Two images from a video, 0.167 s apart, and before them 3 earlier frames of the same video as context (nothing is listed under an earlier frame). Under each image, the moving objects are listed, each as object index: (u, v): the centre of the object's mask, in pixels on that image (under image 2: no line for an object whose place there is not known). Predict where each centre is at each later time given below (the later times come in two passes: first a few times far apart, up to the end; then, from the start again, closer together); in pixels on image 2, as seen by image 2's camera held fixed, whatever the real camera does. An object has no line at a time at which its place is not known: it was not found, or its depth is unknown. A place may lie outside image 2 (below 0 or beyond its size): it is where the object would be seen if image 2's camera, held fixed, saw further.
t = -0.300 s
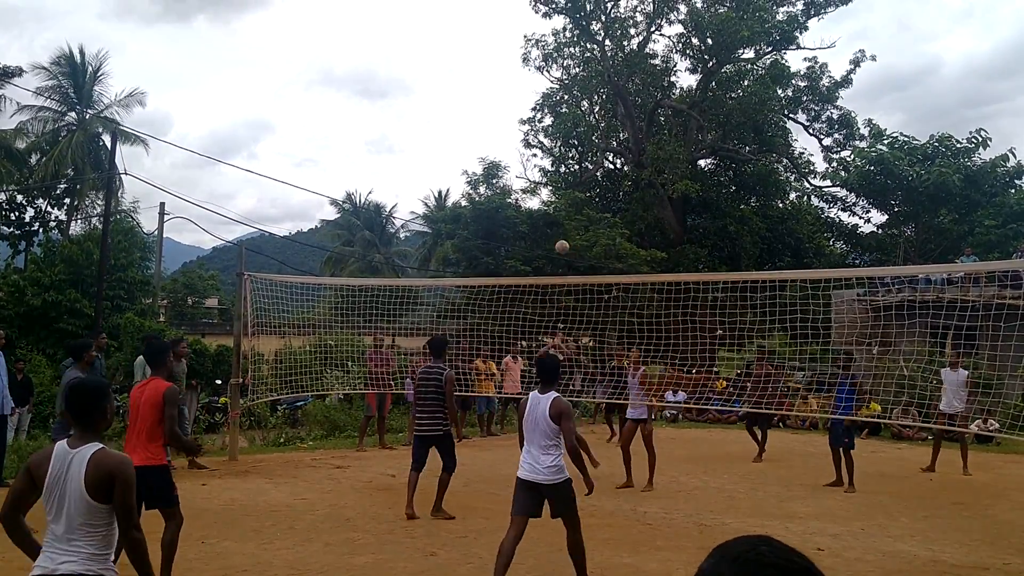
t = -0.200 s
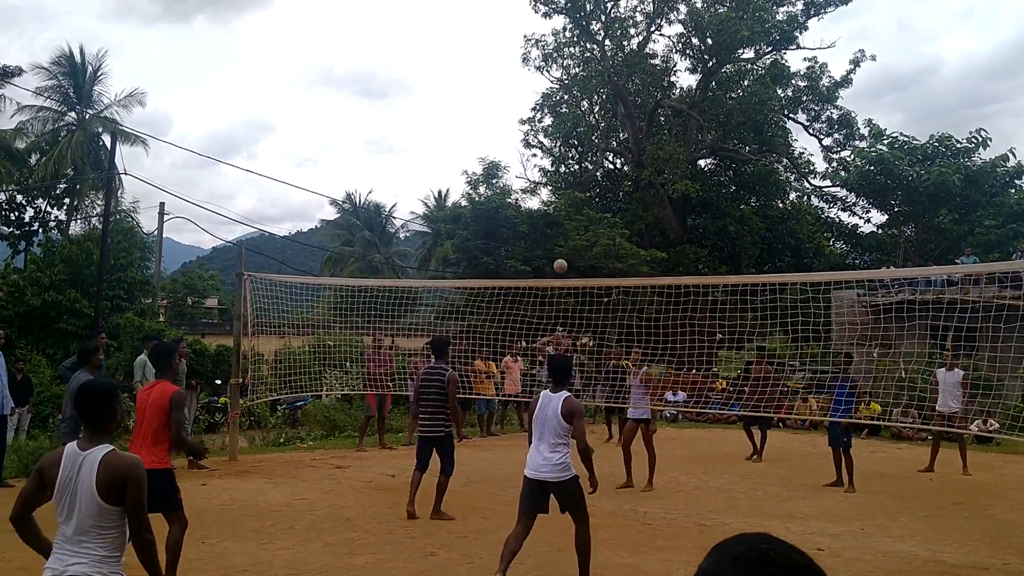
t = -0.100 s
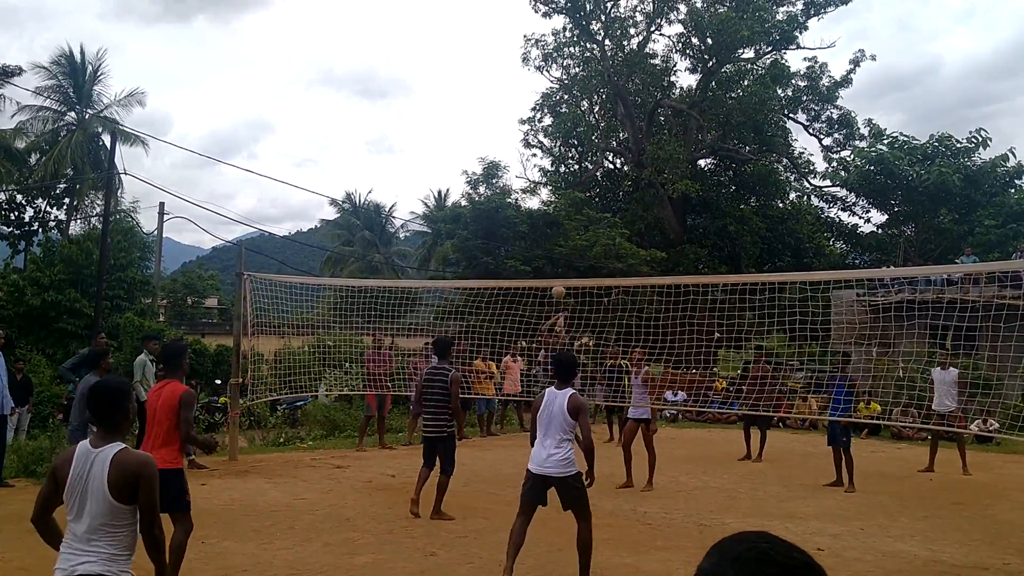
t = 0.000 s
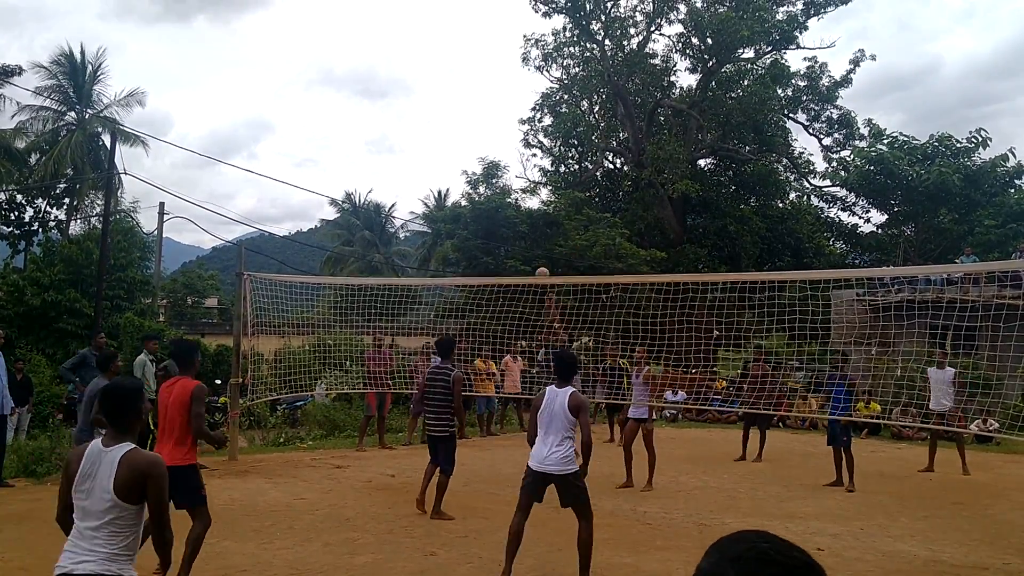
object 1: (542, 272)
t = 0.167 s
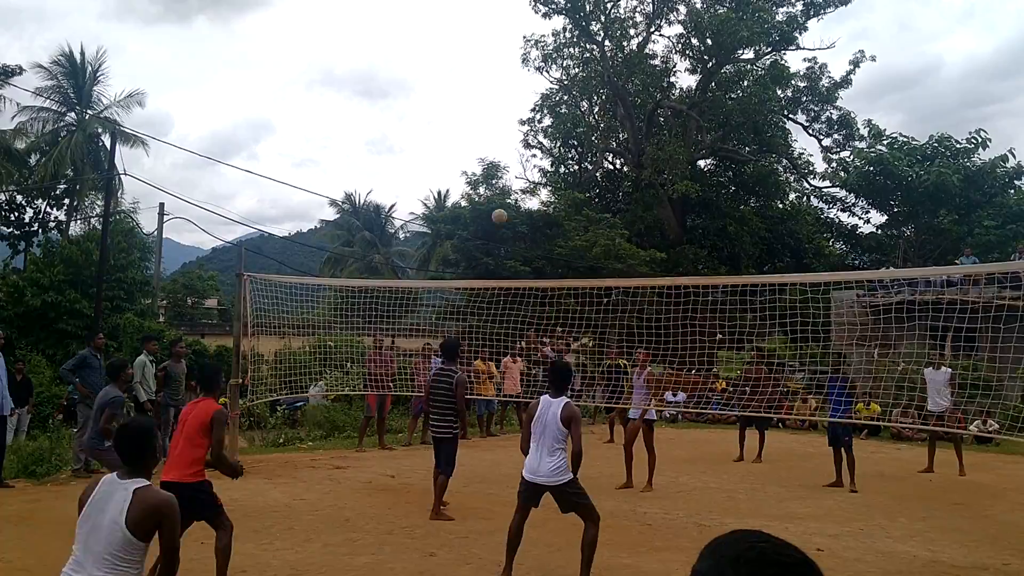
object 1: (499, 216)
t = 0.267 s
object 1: (470, 188)
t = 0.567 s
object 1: (353, 145)
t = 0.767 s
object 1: (237, 173)
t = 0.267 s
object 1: (470, 188)
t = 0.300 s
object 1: (460, 179)
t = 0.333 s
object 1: (448, 172)
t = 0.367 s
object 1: (436, 166)
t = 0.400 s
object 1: (424, 160)
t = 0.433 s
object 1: (411, 155)
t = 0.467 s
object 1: (398, 151)
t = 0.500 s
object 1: (384, 148)
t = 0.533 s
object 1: (369, 145)
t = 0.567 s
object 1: (353, 145)
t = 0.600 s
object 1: (336, 146)
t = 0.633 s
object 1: (319, 148)
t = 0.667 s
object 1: (300, 152)
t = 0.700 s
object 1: (281, 157)
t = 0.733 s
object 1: (260, 164)
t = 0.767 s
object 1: (237, 173)
